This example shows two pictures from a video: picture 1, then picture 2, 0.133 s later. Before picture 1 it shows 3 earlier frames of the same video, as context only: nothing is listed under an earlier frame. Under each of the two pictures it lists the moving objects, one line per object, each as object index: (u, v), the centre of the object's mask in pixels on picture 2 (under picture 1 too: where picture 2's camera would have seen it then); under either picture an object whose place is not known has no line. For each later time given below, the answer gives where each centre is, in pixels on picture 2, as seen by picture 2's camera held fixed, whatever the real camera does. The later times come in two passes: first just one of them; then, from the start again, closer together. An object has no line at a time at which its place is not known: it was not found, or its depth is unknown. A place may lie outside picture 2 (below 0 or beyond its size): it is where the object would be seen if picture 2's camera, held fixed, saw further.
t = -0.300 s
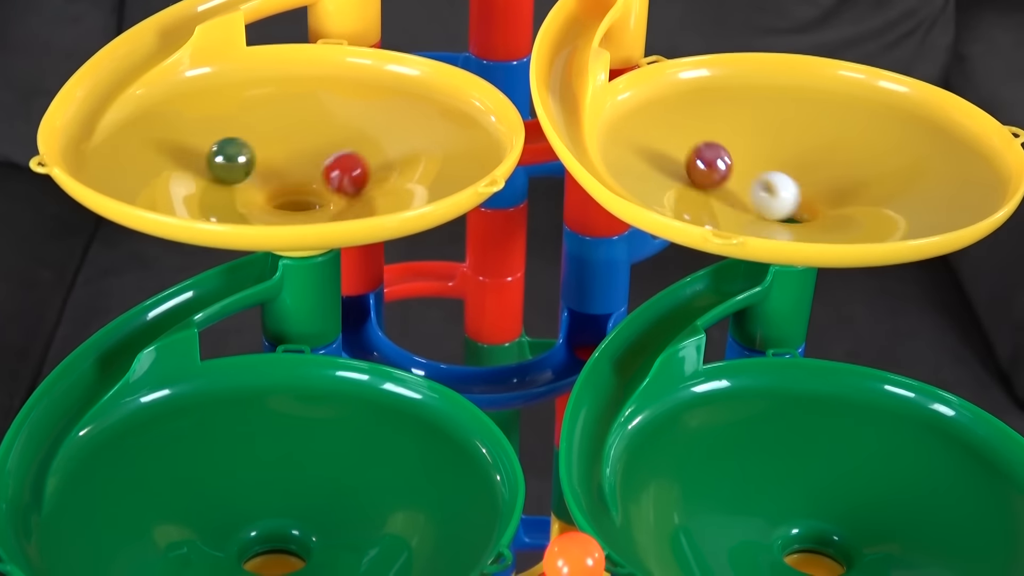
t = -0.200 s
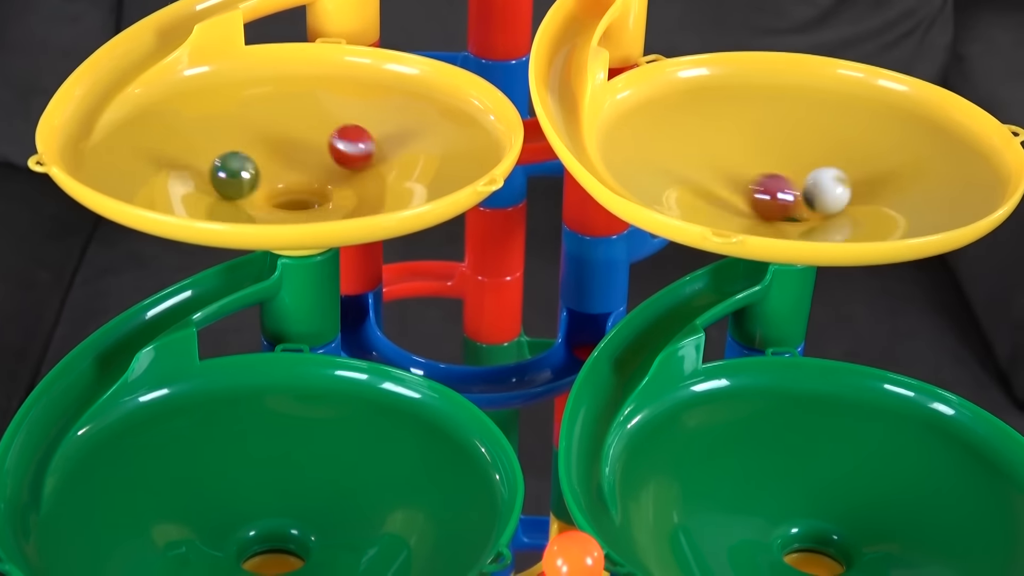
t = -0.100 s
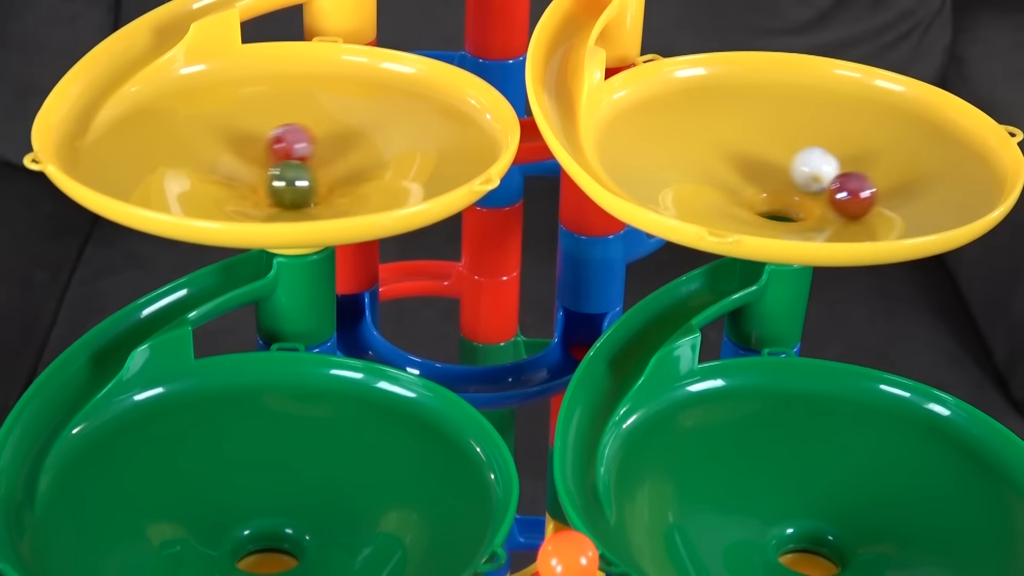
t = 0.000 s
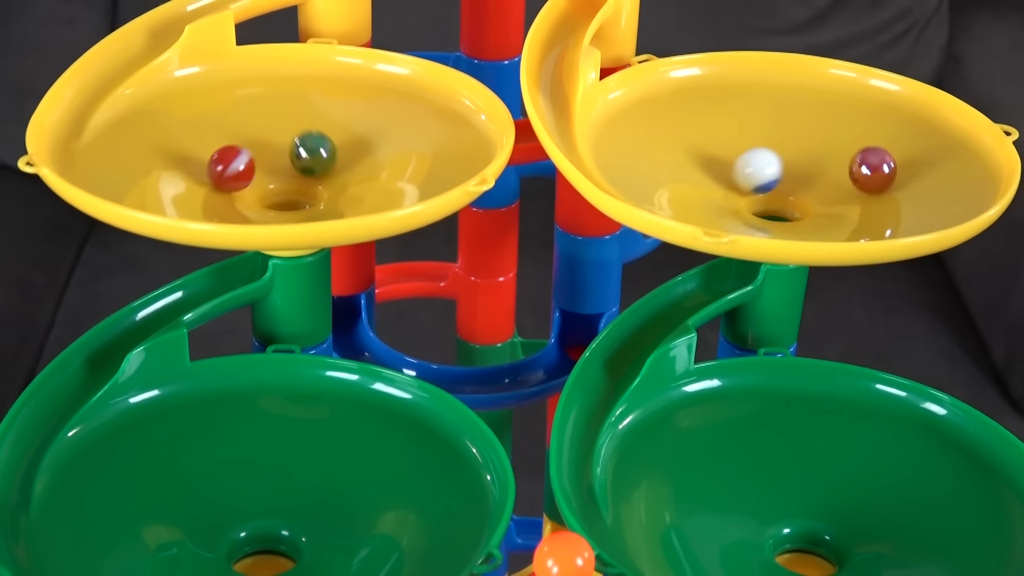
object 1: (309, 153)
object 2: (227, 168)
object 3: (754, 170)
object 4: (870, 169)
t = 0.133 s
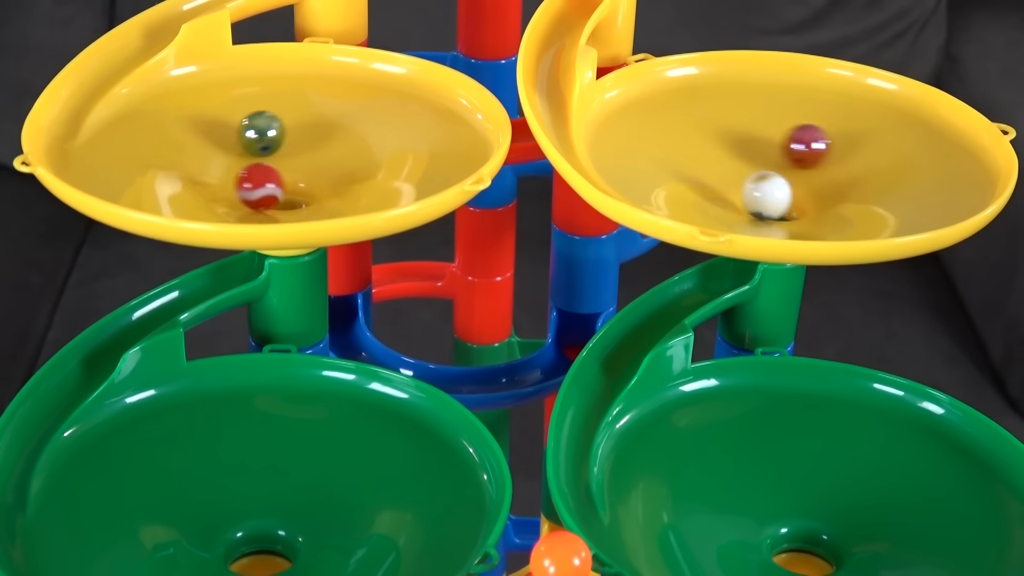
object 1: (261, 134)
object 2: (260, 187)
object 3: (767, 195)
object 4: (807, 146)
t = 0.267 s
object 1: (248, 176)
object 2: (314, 170)
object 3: (809, 188)
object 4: (713, 161)
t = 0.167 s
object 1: (250, 139)
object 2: (279, 188)
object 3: (781, 198)
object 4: (780, 146)
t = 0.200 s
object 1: (243, 149)
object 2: (295, 186)
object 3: (796, 198)
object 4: (751, 149)
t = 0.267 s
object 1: (248, 176)
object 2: (314, 170)
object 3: (809, 188)
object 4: (713, 161)
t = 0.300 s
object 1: (266, 184)
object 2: (306, 156)
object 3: (803, 181)
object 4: (707, 168)
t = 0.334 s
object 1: (287, 186)
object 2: (291, 143)
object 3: (788, 174)
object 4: (708, 176)
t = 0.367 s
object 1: (308, 183)
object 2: (274, 137)
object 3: (765, 171)
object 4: (716, 184)
